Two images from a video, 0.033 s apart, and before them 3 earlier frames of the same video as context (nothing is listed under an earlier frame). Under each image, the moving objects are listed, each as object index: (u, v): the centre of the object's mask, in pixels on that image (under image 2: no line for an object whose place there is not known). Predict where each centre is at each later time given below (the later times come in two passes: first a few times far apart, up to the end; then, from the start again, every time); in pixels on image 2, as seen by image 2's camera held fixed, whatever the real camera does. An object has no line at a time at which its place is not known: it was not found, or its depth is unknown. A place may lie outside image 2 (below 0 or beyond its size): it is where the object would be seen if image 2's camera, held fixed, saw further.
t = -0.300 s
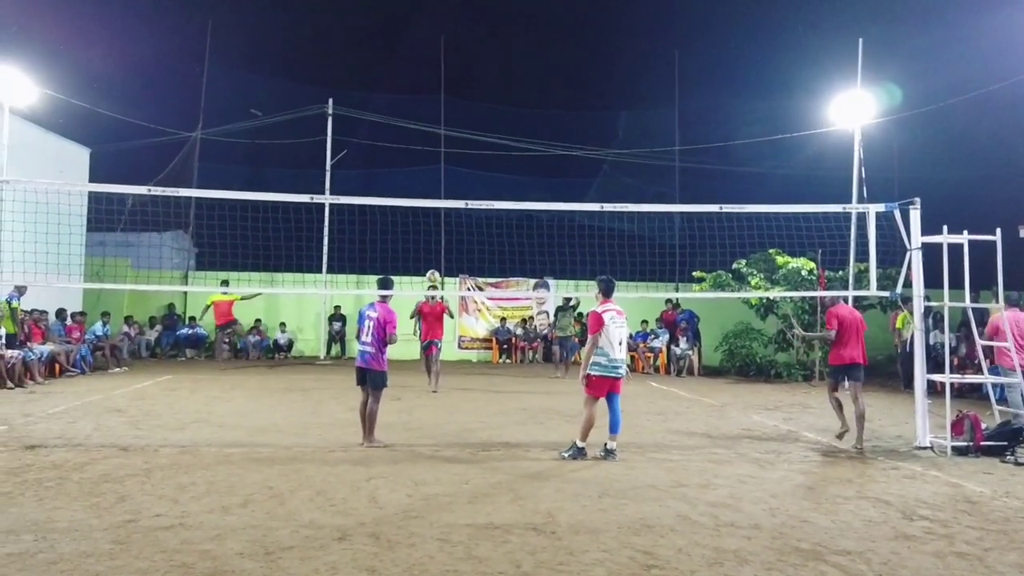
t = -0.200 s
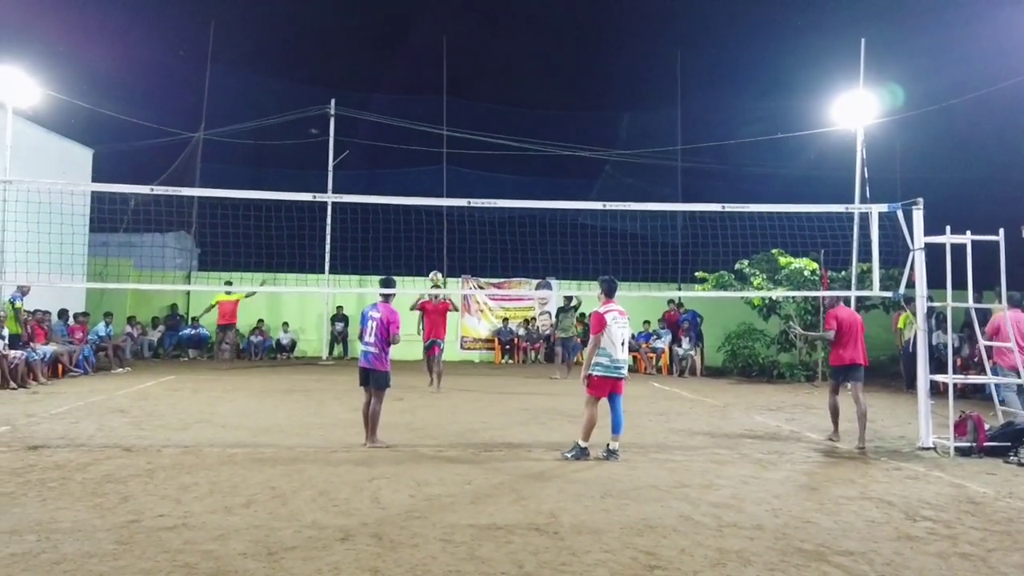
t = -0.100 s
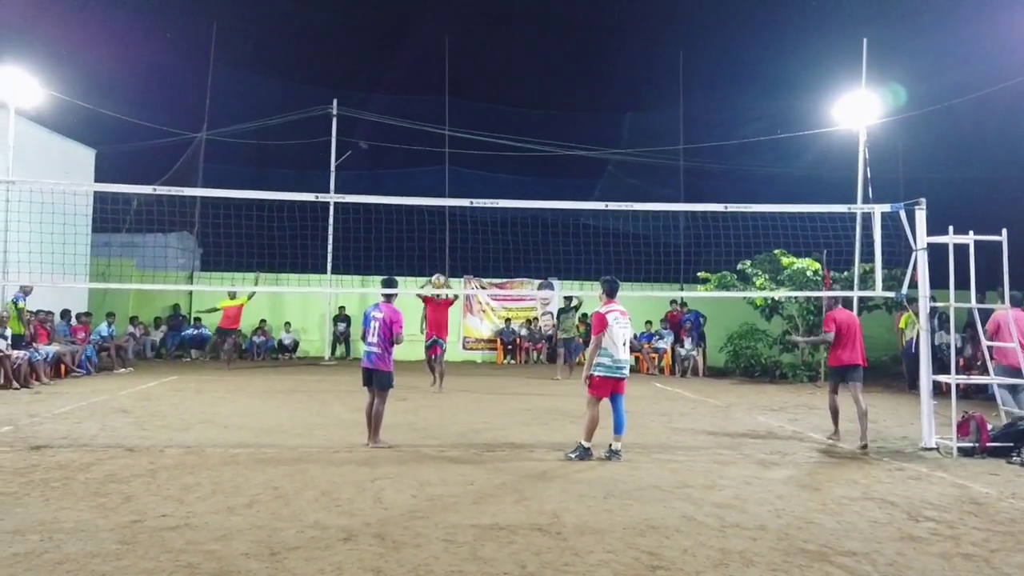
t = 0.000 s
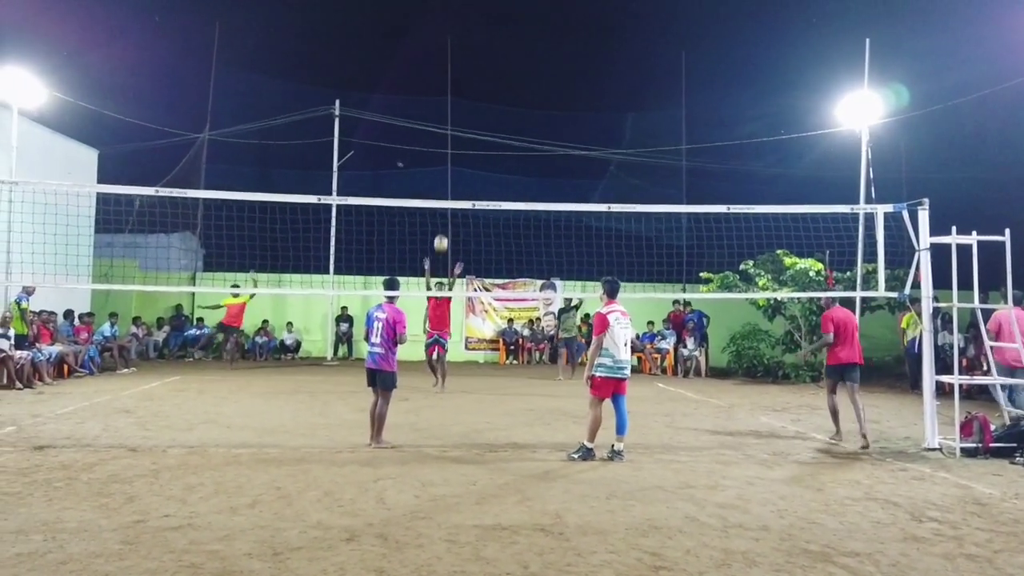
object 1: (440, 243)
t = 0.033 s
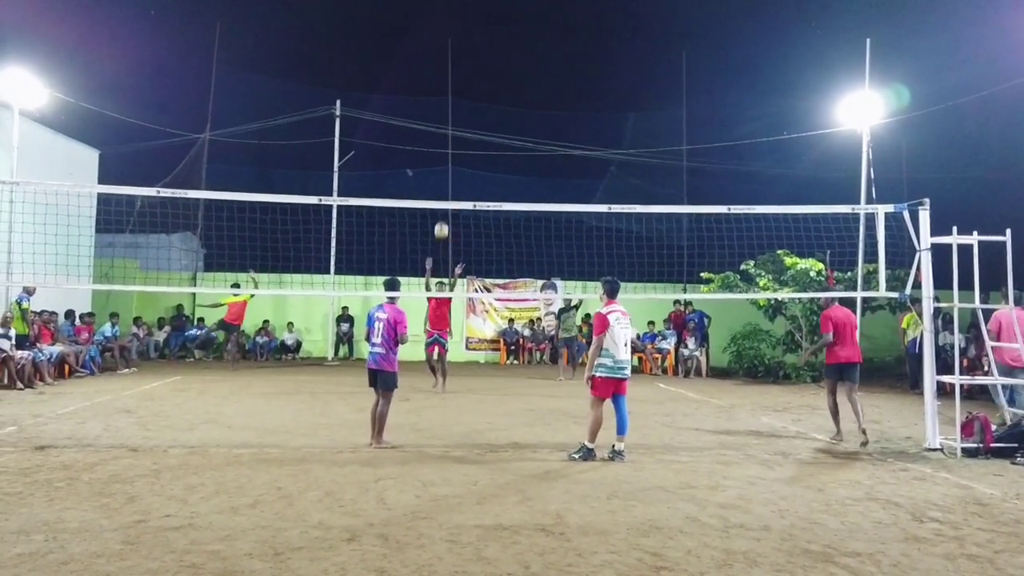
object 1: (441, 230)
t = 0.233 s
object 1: (441, 163)
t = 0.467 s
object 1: (440, 113)
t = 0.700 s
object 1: (438, 99)
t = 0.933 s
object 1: (434, 126)
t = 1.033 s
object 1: (431, 152)
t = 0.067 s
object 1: (441, 218)
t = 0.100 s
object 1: (441, 211)
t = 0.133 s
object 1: (441, 193)
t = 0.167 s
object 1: (441, 183)
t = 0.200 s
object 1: (441, 172)
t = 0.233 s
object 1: (441, 163)
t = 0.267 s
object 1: (441, 154)
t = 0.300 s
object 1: (441, 146)
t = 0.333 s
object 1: (441, 138)
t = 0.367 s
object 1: (441, 131)
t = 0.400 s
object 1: (441, 124)
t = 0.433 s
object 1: (441, 118)
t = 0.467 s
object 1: (440, 113)
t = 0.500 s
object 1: (440, 109)
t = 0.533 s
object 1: (440, 105)
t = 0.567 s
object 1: (440, 102)
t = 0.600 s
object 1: (439, 100)
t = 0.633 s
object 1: (439, 99)
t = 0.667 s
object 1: (438, 98)
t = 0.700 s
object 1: (438, 99)
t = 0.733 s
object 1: (437, 100)
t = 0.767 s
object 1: (437, 102)
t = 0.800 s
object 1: (436, 104)
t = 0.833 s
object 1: (436, 108)
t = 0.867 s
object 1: (435, 113)
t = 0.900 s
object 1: (434, 119)
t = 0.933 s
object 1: (434, 126)
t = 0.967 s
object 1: (433, 133)
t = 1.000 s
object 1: (432, 142)
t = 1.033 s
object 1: (431, 152)
